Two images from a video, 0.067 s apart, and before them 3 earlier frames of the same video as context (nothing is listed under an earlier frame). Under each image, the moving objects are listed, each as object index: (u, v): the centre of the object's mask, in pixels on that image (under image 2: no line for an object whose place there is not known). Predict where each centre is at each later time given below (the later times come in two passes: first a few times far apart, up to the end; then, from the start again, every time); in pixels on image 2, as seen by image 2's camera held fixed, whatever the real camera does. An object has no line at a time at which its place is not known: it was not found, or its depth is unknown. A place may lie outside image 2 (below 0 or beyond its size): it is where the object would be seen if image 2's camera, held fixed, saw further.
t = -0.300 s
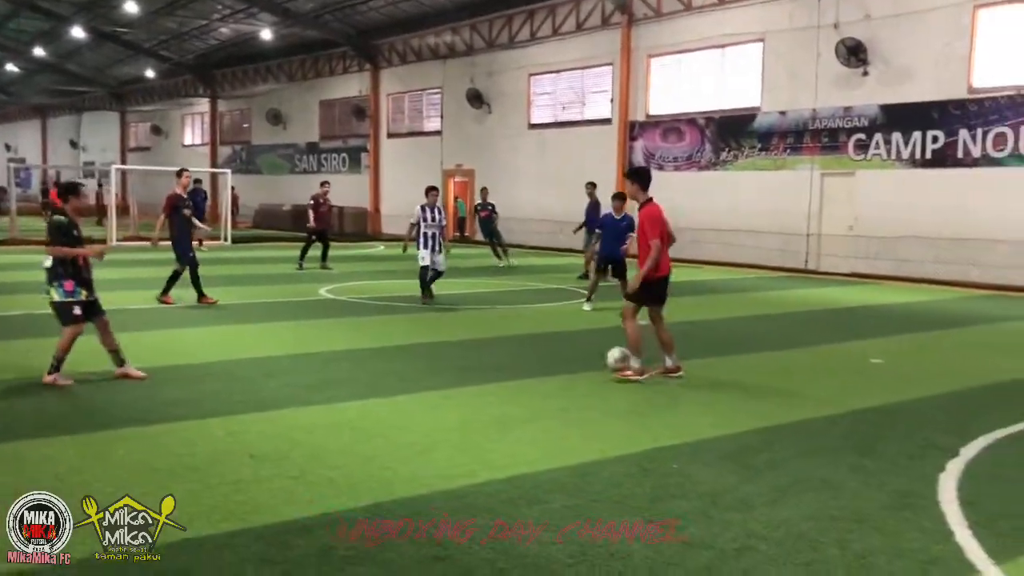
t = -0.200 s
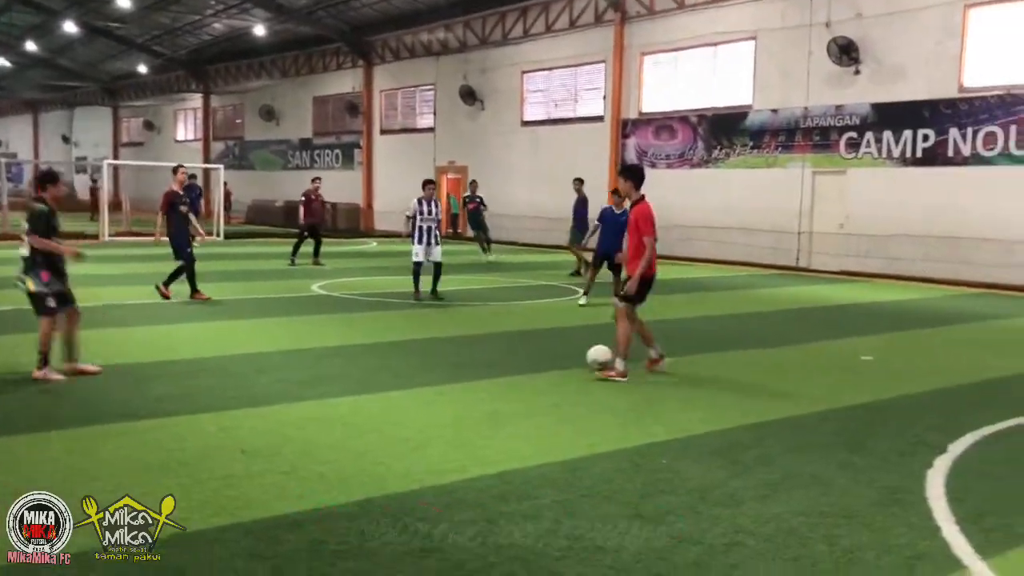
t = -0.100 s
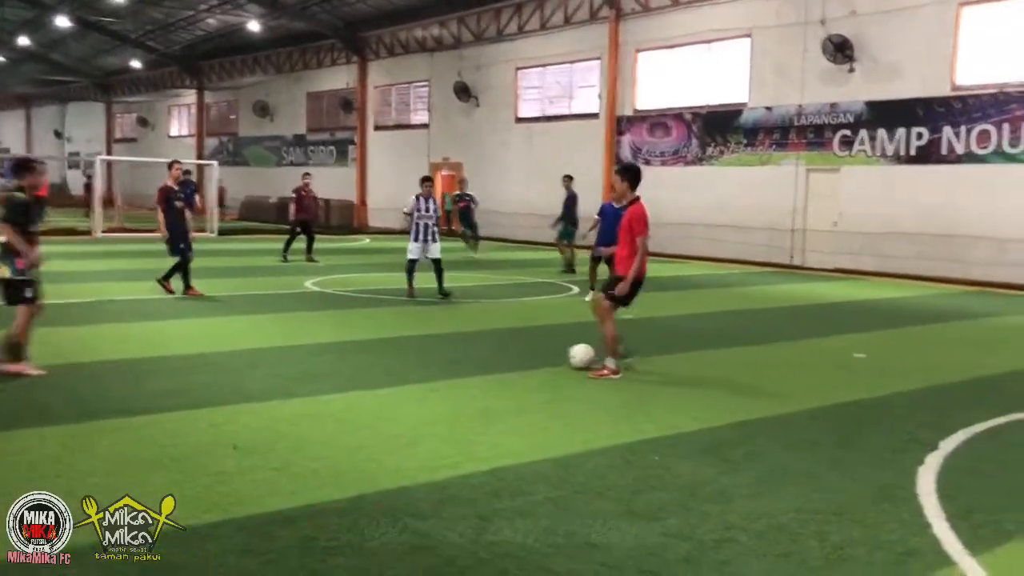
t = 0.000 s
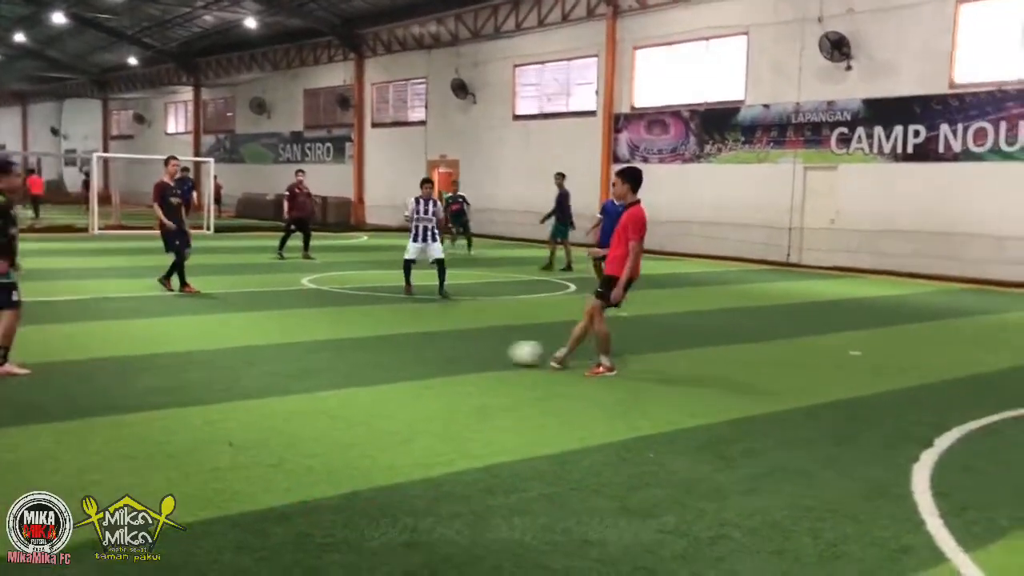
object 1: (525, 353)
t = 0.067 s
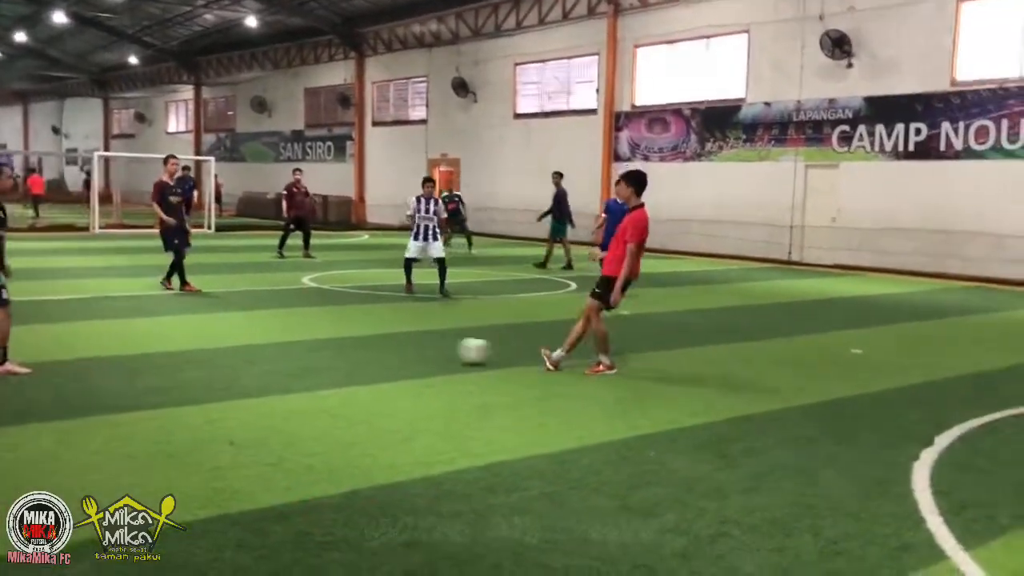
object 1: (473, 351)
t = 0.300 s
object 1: (319, 350)
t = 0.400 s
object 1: (261, 352)
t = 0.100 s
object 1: (450, 351)
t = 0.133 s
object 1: (426, 351)
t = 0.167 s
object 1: (403, 351)
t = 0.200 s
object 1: (380, 351)
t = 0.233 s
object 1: (358, 350)
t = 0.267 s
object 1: (339, 351)
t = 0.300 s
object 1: (319, 350)
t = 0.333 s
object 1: (299, 351)
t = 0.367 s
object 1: (279, 352)
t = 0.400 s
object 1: (261, 352)
